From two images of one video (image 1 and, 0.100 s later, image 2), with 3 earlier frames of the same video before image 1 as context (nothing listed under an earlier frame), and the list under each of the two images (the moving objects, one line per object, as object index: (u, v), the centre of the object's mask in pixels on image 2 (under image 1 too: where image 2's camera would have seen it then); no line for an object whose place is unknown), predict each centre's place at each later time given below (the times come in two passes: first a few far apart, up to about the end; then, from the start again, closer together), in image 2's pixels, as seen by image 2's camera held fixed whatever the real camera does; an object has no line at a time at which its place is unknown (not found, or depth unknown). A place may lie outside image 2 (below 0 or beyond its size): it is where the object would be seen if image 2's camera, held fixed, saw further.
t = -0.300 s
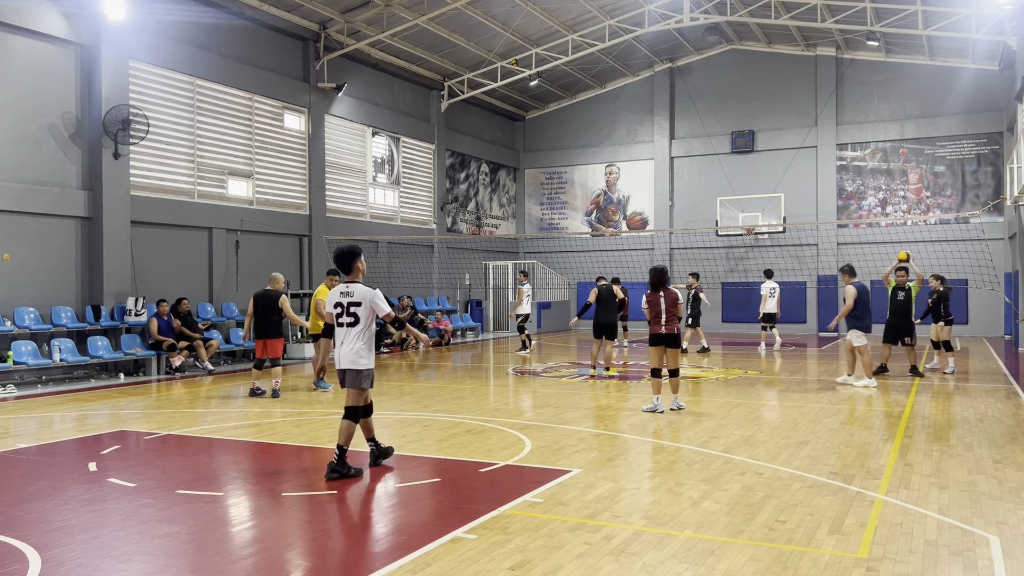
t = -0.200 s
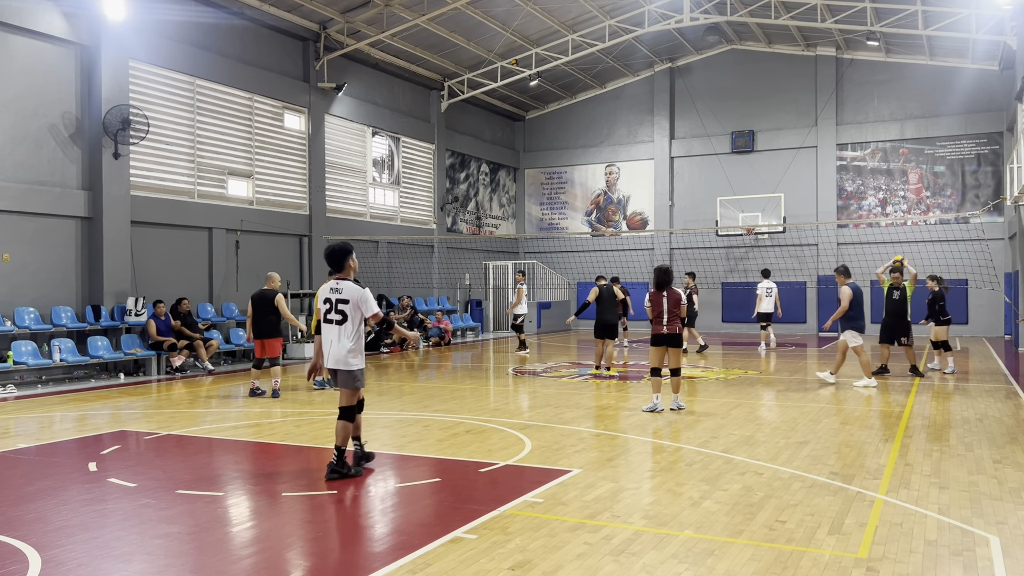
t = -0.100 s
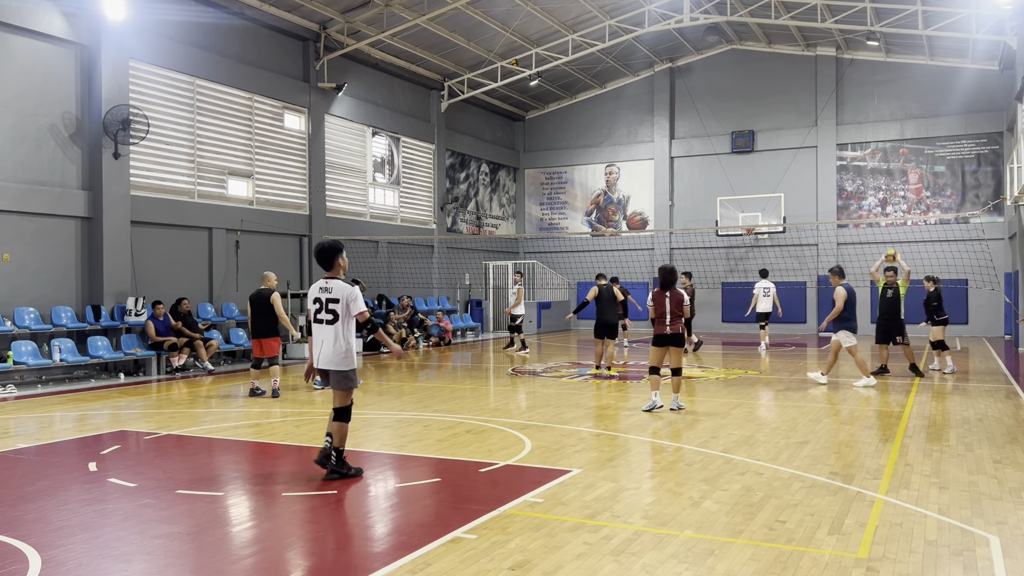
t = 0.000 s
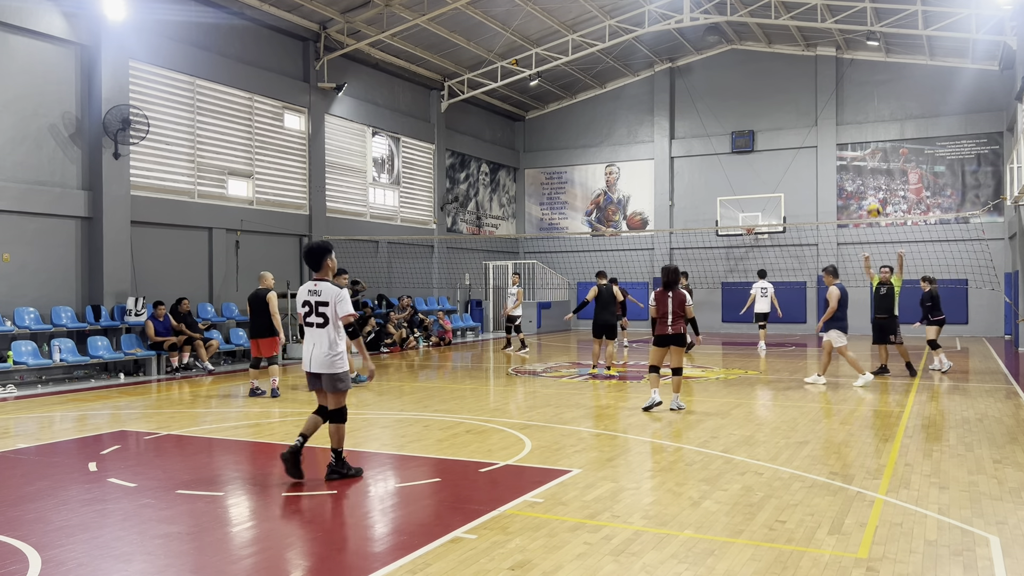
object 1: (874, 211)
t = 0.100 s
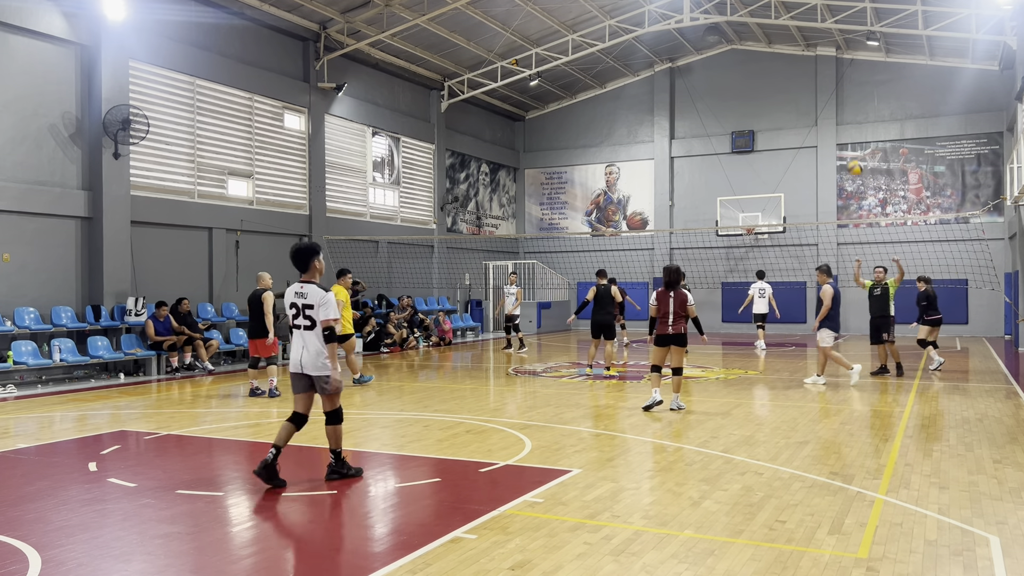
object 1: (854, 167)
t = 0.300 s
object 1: (813, 98)
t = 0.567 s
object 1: (752, 41)
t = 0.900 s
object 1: (661, 43)
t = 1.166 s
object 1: (580, 122)
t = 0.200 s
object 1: (834, 130)
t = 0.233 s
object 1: (827, 119)
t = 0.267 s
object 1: (821, 109)
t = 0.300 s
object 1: (813, 98)
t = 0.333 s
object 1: (806, 89)
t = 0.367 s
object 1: (799, 80)
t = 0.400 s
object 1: (792, 71)
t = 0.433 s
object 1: (784, 64)
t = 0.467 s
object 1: (776, 57)
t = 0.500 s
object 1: (768, 51)
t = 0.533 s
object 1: (760, 45)
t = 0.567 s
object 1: (752, 41)
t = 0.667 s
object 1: (726, 31)
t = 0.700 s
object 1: (717, 30)
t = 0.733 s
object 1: (708, 30)
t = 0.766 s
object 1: (700, 30)
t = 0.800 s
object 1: (690, 32)
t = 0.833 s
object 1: (681, 35)
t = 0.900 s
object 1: (661, 43)
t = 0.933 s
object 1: (652, 49)
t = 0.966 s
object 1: (642, 56)
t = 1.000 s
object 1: (632, 64)
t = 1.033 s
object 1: (622, 73)
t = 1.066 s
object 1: (612, 84)
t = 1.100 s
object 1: (601, 95)
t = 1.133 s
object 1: (590, 108)
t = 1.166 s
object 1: (580, 122)
